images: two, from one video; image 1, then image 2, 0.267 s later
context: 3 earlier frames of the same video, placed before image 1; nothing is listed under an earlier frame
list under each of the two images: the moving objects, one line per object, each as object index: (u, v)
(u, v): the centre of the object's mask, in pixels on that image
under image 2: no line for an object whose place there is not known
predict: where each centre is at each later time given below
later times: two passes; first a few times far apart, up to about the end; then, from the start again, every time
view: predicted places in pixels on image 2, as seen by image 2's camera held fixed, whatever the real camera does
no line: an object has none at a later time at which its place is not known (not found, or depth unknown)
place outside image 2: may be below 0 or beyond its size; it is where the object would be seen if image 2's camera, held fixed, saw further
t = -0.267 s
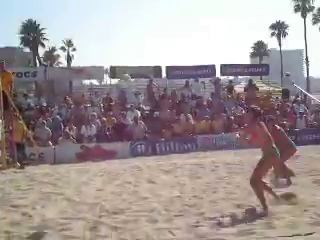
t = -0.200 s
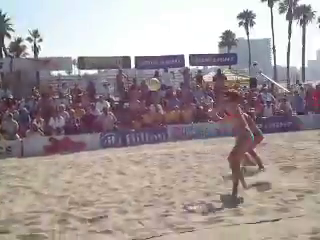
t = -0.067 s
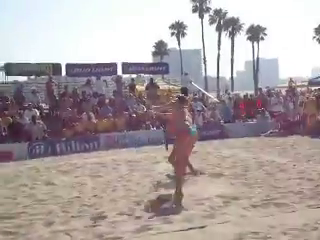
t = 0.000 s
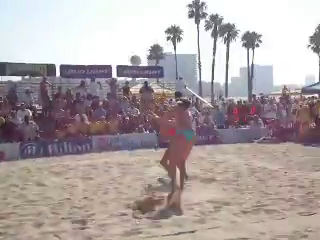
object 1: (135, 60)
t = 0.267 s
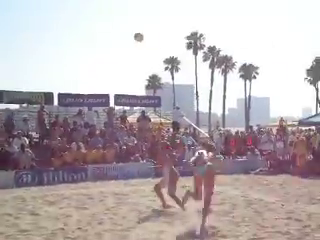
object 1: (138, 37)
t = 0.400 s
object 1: (141, 27)
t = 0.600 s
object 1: (143, 28)
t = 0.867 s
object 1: (147, 49)
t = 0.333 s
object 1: (139, 31)
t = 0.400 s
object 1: (141, 27)
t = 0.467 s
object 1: (142, 25)
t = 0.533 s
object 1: (143, 26)
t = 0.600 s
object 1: (143, 28)
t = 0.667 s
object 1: (144, 31)
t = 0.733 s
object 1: (145, 36)
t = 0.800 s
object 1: (146, 42)
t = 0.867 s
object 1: (147, 49)
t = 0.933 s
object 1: (147, 57)
